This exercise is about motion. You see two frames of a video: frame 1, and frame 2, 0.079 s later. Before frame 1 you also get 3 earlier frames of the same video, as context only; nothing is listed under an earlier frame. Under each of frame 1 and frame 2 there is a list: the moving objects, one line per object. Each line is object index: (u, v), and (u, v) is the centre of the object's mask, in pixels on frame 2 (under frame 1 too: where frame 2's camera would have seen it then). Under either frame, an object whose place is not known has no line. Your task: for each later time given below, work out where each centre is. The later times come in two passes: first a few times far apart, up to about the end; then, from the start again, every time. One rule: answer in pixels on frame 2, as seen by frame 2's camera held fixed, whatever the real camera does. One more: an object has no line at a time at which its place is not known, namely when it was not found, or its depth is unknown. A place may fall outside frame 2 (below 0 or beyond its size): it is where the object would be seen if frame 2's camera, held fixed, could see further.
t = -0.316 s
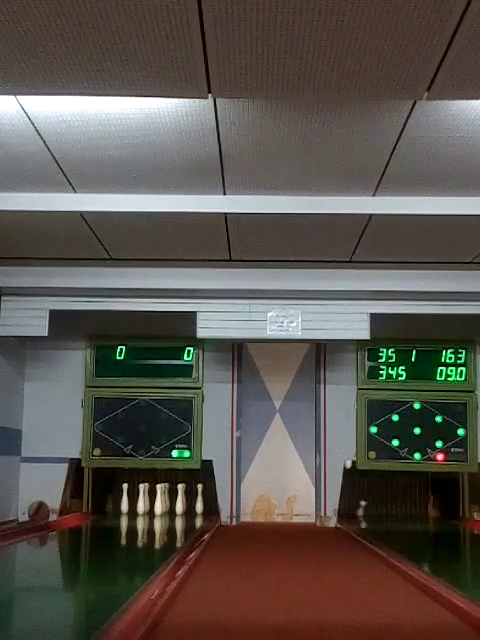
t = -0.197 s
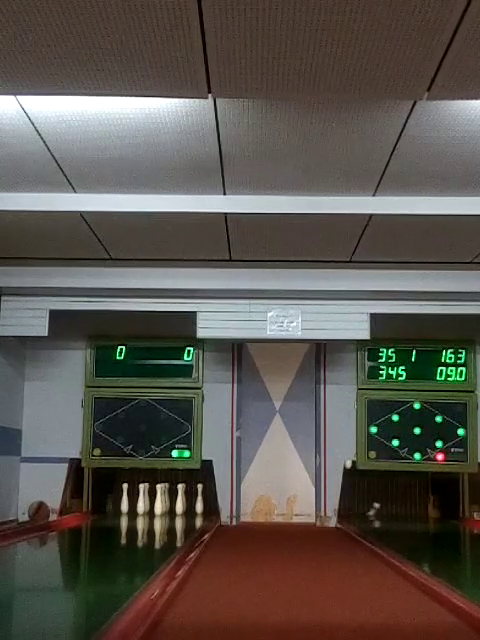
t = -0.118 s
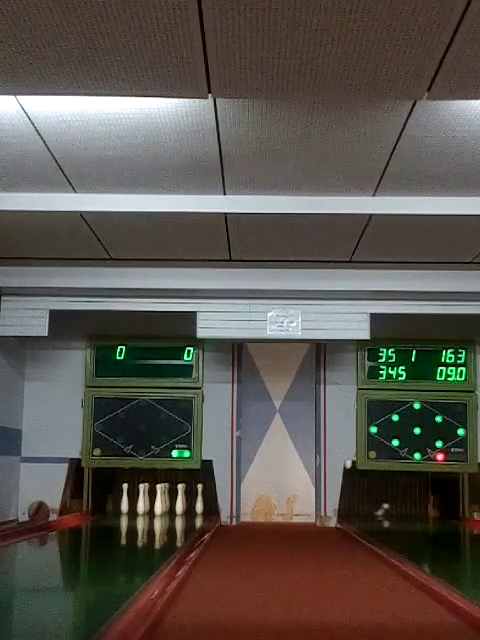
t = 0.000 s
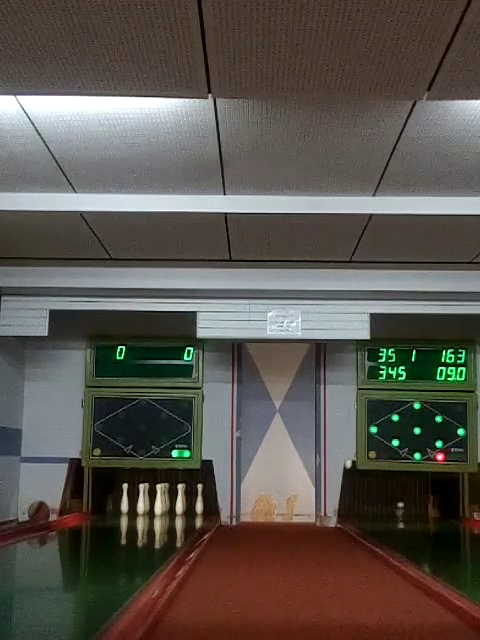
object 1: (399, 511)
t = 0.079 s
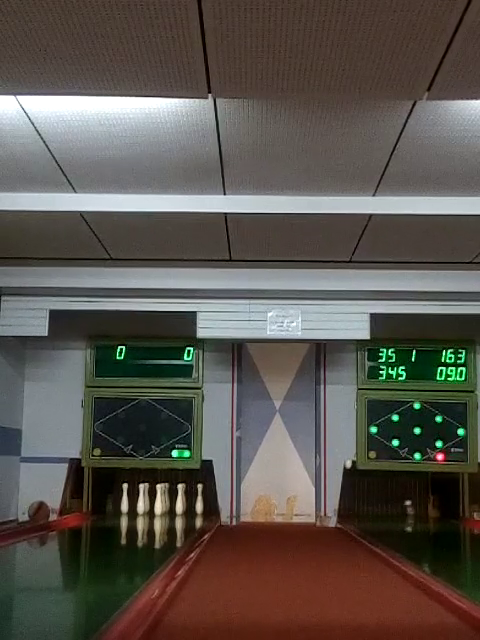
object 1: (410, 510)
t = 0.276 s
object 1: (434, 510)
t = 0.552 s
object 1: (440, 512)
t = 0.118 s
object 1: (415, 510)
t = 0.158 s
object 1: (419, 509)
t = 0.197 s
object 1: (424, 510)
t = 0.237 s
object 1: (429, 510)
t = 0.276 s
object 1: (434, 510)
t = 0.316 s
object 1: (438, 511)
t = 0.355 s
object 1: (439, 511)
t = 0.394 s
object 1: (439, 512)
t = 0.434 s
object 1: (440, 512)
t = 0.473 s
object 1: (440, 512)
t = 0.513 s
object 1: (440, 512)
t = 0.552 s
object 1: (440, 512)
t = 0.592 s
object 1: (440, 512)
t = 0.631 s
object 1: (436, 509)
